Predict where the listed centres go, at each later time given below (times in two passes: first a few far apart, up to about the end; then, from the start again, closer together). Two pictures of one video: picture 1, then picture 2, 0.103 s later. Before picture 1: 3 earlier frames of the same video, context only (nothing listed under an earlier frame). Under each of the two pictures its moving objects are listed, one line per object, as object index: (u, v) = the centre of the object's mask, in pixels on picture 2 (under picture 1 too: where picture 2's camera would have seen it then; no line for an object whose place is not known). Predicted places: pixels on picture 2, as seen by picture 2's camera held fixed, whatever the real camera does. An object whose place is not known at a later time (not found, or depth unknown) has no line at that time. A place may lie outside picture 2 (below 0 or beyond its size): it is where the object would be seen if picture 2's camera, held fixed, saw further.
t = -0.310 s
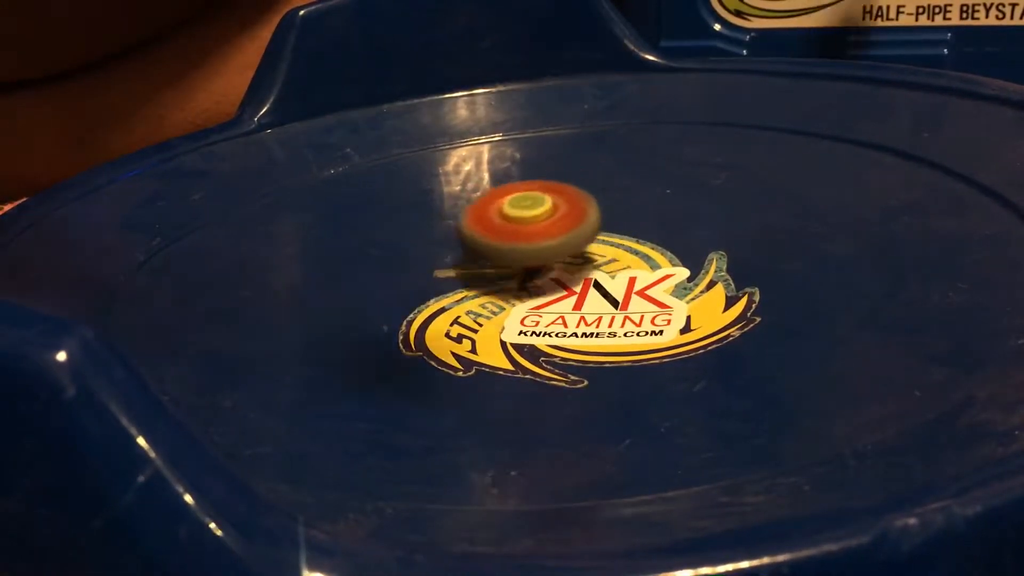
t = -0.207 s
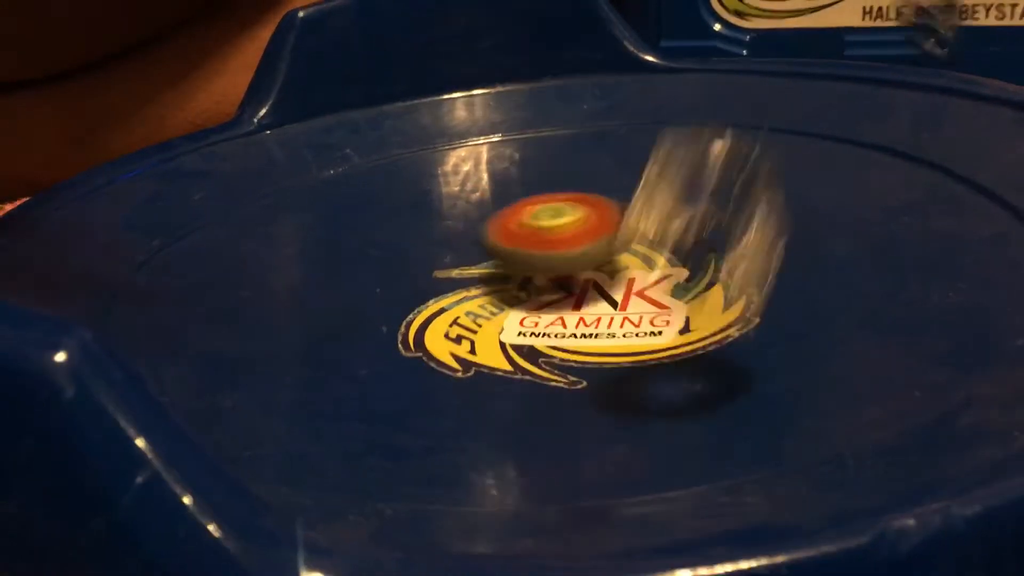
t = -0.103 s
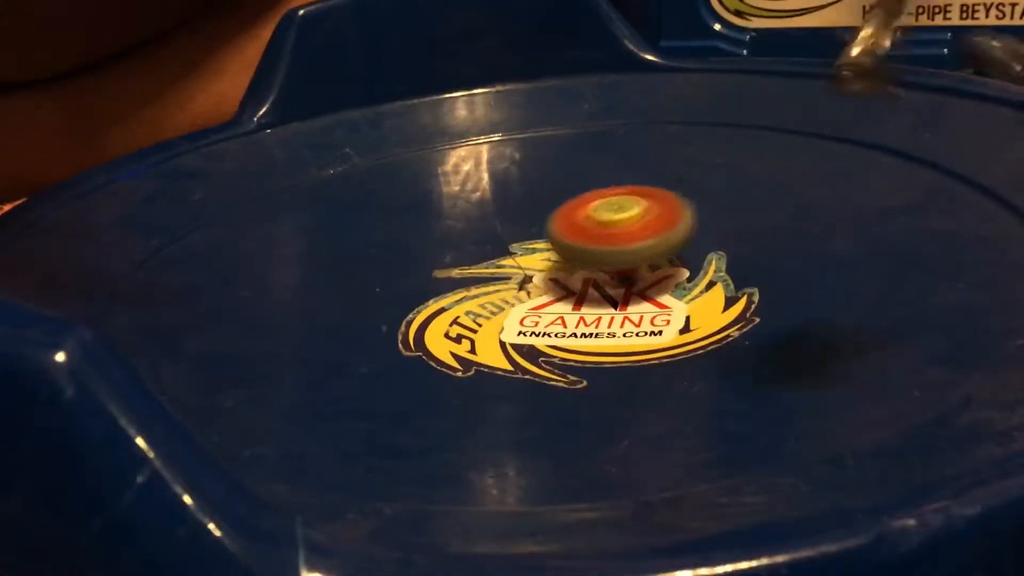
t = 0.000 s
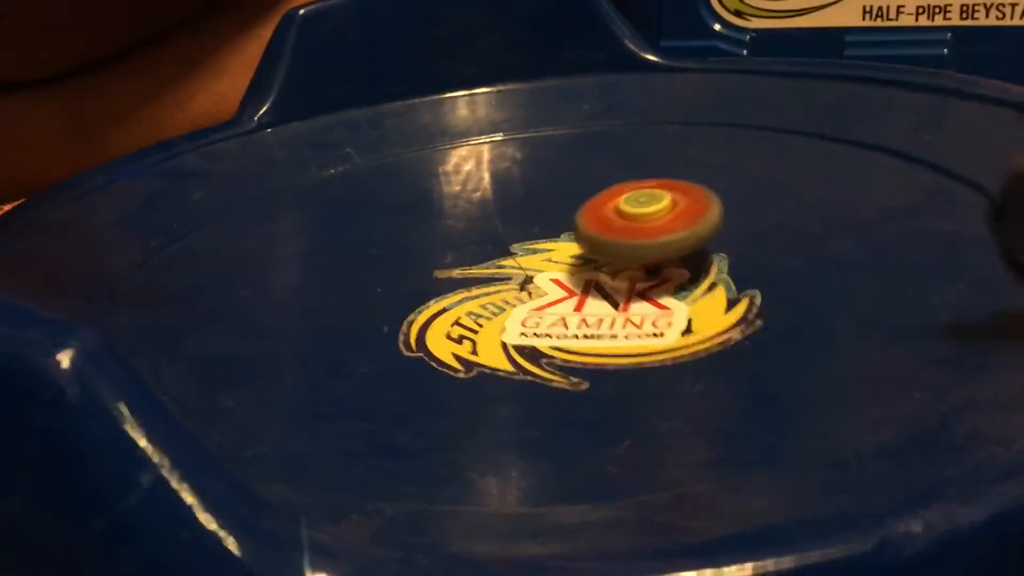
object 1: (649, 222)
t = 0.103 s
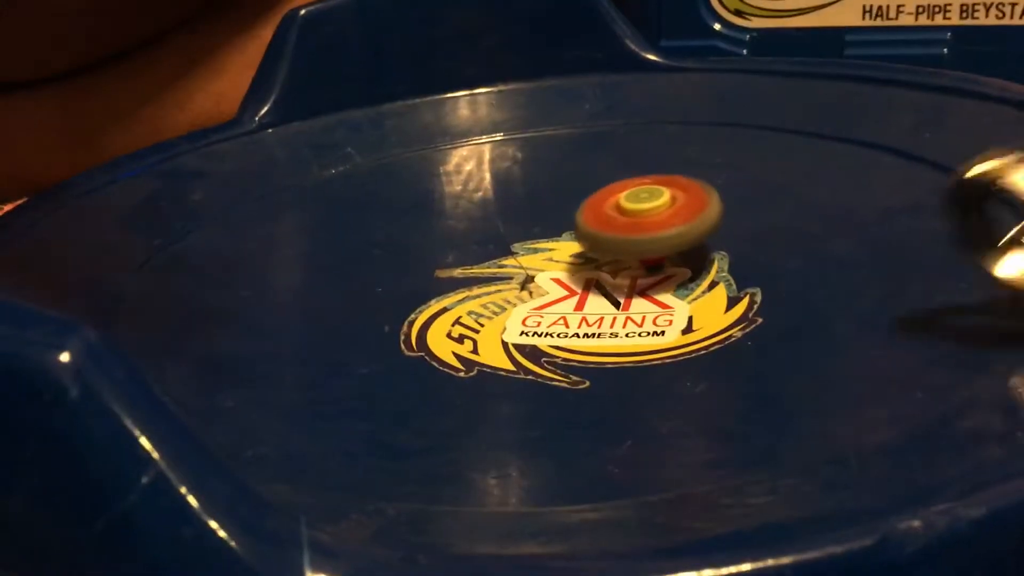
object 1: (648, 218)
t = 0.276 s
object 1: (638, 228)
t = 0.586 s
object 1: (636, 241)
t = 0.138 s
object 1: (646, 219)
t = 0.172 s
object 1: (648, 219)
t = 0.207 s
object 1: (648, 219)
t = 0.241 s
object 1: (645, 221)
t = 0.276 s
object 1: (638, 228)
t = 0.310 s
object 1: (642, 235)
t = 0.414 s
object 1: (661, 243)
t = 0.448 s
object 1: (657, 242)
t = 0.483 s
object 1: (655, 240)
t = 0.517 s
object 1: (650, 239)
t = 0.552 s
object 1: (643, 240)
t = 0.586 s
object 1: (636, 241)
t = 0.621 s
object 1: (625, 243)
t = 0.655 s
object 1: (616, 248)
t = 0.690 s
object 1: (615, 249)
